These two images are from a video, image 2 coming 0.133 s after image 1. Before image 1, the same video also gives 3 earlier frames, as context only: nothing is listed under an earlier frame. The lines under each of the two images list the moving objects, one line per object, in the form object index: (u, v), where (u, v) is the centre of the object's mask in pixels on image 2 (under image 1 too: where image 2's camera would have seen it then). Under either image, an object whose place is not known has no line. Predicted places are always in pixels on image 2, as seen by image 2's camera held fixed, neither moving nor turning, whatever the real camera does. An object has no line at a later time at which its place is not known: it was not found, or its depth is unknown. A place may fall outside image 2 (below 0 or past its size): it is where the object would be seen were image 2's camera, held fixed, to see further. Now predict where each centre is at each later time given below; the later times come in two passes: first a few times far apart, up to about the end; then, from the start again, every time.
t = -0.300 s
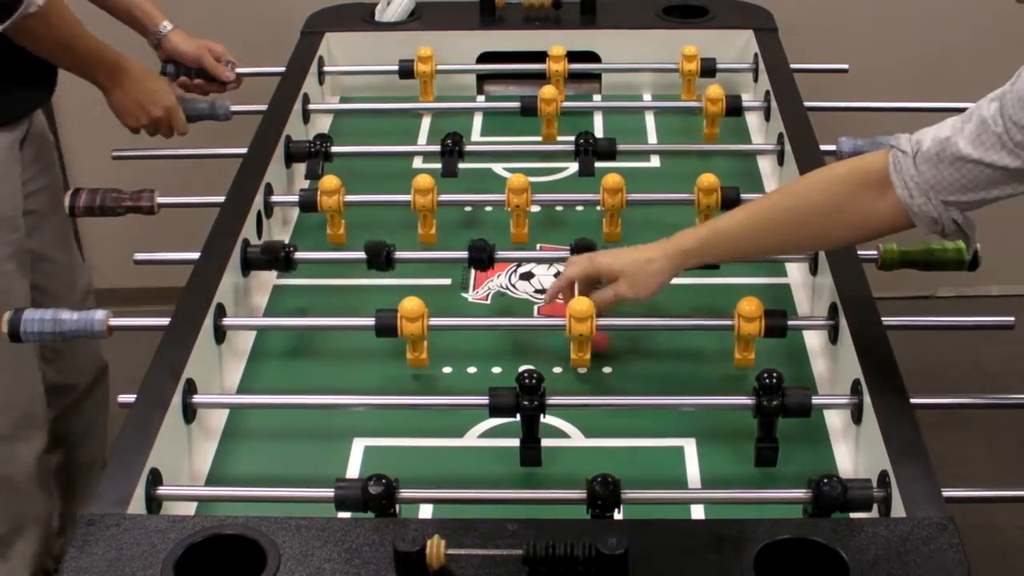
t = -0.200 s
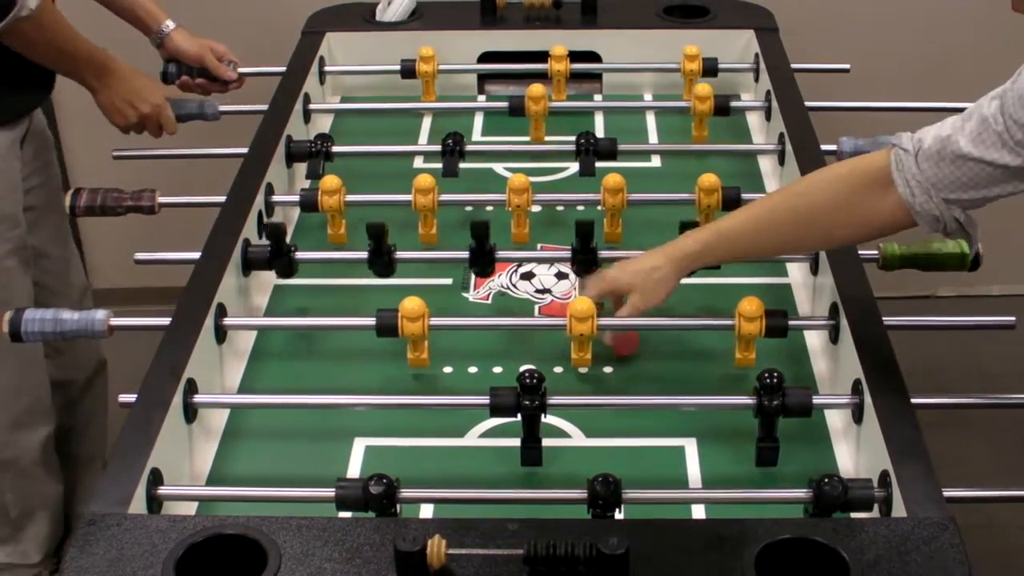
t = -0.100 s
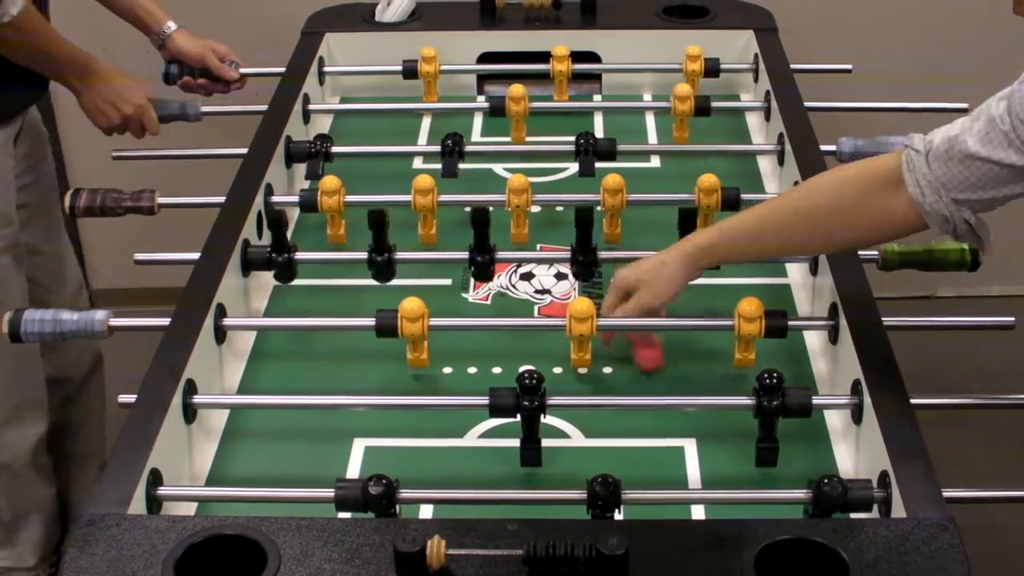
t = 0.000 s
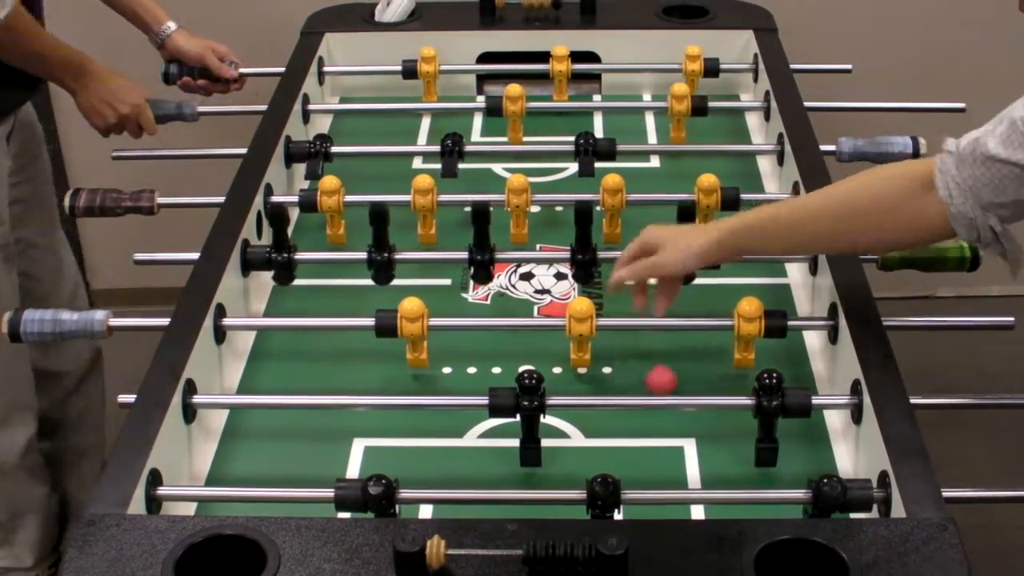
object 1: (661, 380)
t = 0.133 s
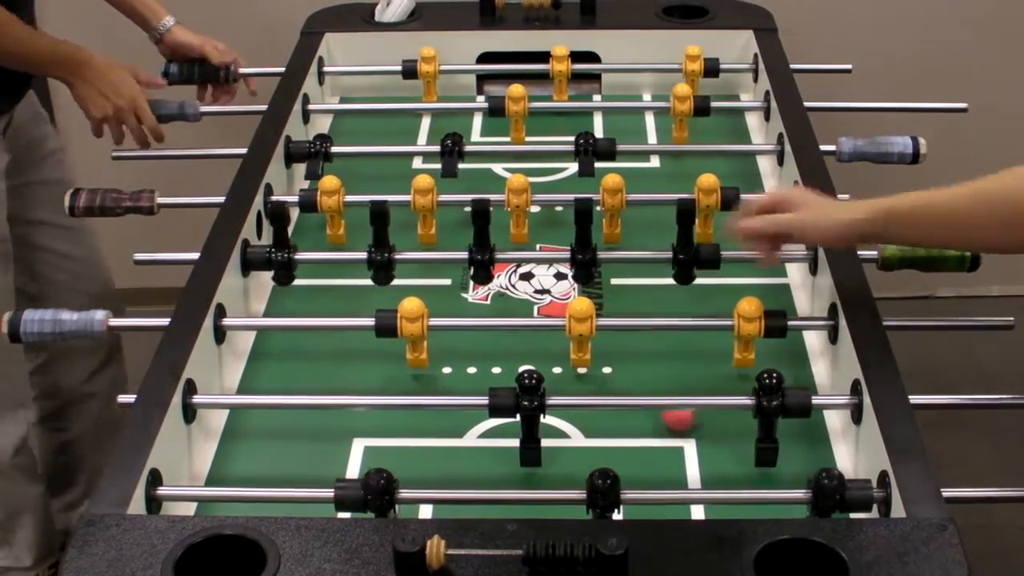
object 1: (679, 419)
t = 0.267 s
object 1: (697, 449)
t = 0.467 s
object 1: (728, 512)
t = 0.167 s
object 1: (682, 424)
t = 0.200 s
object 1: (688, 431)
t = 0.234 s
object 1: (692, 440)
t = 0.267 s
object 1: (697, 449)
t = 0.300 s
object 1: (702, 458)
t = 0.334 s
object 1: (708, 468)
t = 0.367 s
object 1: (712, 475)
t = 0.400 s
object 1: (717, 479)
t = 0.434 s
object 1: (722, 484)
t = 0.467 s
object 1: (728, 512)
